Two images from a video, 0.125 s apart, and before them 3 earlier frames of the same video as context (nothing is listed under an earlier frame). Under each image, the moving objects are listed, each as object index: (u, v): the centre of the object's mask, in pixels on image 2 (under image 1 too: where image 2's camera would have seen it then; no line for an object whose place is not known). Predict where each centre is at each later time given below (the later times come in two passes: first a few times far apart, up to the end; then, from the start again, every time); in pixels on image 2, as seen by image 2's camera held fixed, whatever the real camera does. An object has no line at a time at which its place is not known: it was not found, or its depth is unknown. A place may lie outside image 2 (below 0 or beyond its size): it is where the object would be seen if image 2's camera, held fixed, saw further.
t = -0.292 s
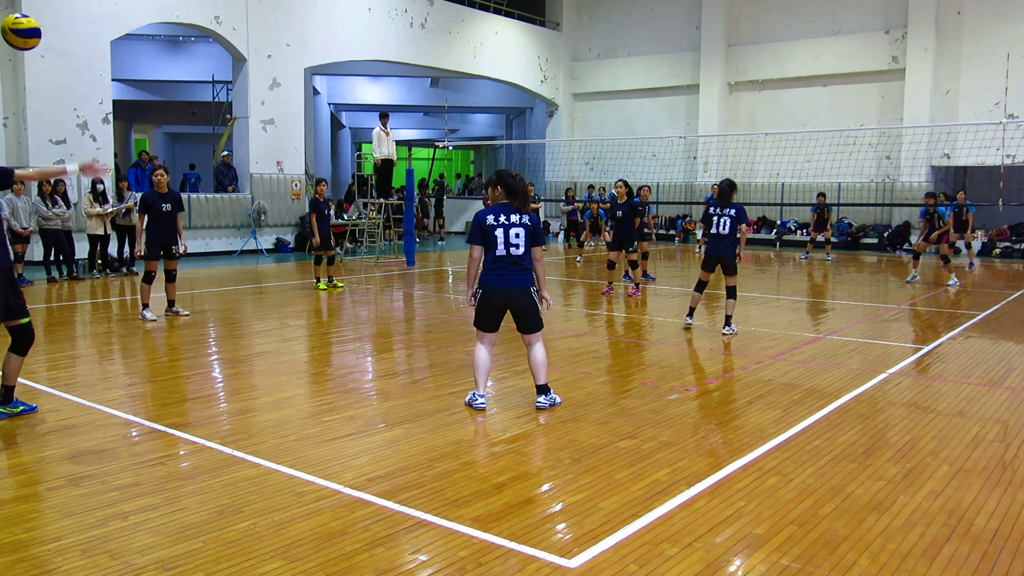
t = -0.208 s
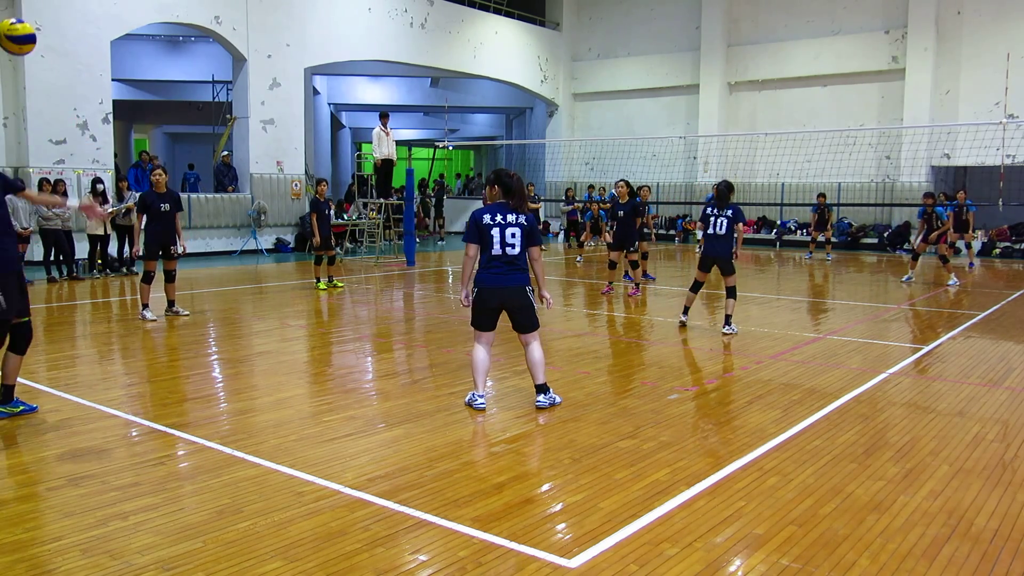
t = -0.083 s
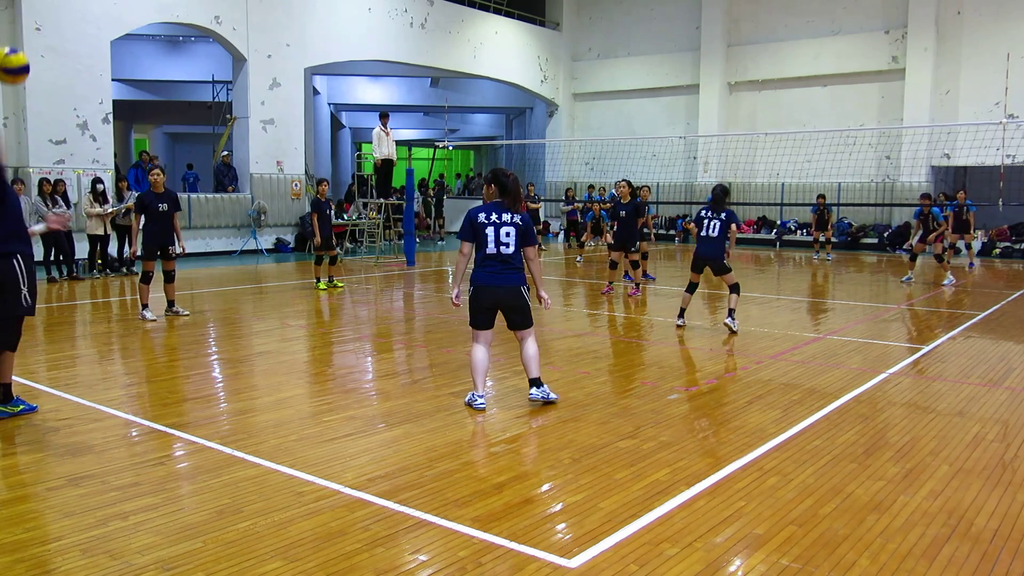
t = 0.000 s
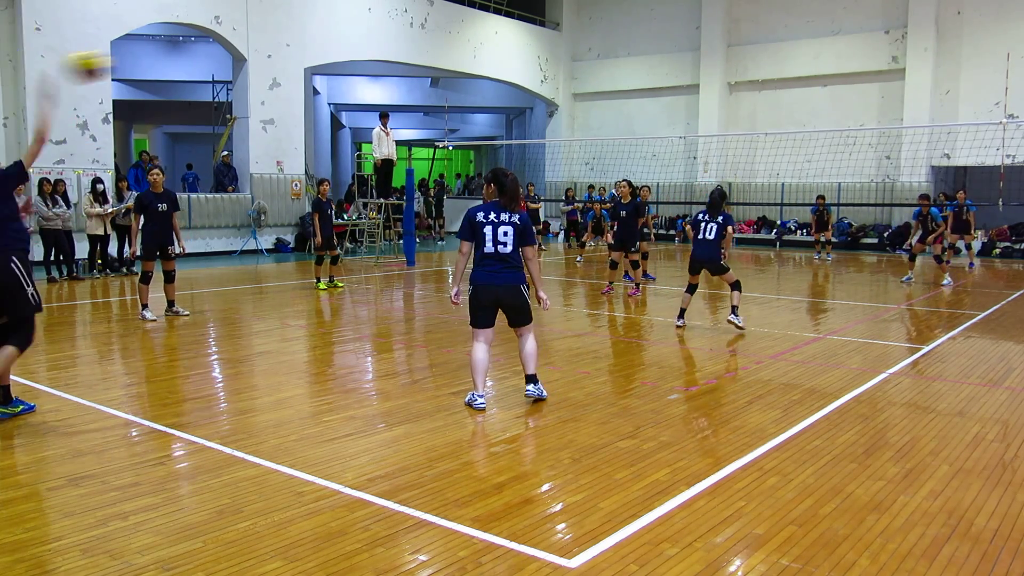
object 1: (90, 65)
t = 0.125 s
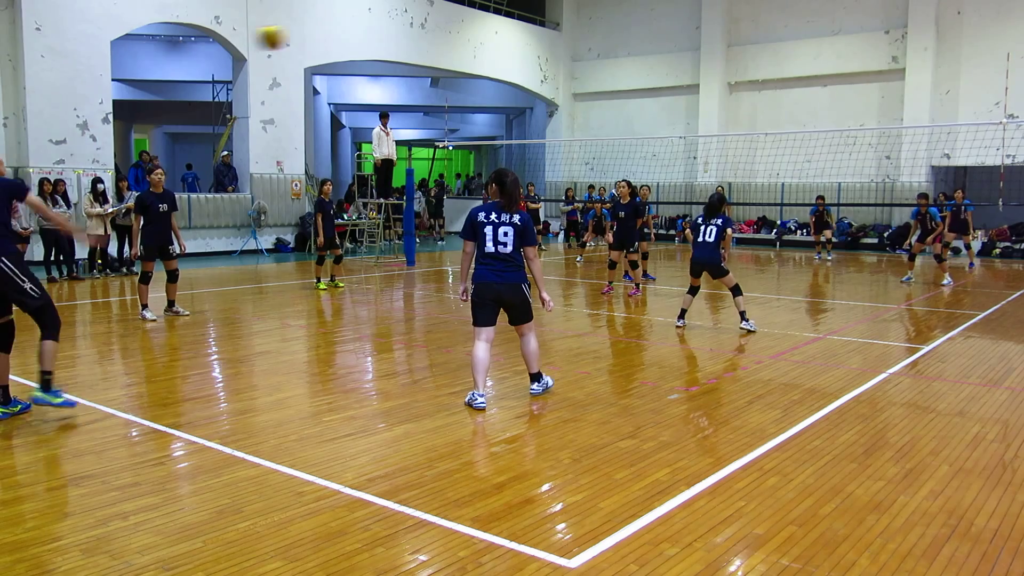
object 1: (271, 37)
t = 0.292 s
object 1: (414, 30)
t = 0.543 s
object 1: (534, 63)
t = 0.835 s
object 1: (613, 131)
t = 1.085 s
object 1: (655, 195)
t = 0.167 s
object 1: (314, 33)
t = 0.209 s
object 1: (351, 30)
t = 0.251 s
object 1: (384, 29)
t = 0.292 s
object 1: (414, 30)
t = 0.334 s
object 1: (440, 34)
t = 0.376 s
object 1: (464, 38)
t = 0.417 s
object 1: (485, 43)
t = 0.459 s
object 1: (503, 49)
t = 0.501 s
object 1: (519, 56)
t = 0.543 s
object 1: (534, 63)
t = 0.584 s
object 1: (548, 72)
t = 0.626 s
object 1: (561, 81)
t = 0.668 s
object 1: (573, 91)
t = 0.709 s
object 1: (583, 100)
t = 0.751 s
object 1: (594, 111)
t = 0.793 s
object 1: (604, 121)
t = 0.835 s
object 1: (613, 131)
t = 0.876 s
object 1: (621, 143)
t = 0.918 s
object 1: (629, 151)
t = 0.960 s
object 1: (637, 162)
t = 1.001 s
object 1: (643, 173)
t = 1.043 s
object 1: (650, 183)
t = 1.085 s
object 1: (655, 195)
